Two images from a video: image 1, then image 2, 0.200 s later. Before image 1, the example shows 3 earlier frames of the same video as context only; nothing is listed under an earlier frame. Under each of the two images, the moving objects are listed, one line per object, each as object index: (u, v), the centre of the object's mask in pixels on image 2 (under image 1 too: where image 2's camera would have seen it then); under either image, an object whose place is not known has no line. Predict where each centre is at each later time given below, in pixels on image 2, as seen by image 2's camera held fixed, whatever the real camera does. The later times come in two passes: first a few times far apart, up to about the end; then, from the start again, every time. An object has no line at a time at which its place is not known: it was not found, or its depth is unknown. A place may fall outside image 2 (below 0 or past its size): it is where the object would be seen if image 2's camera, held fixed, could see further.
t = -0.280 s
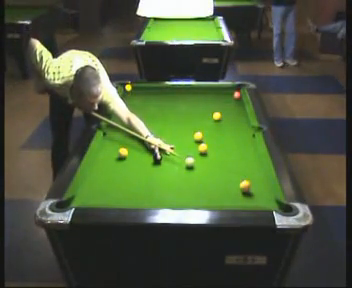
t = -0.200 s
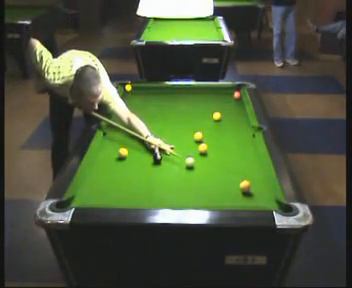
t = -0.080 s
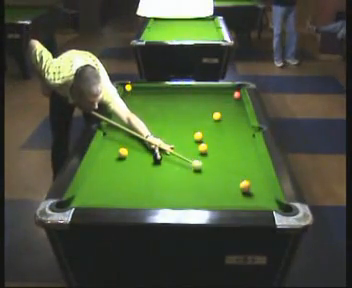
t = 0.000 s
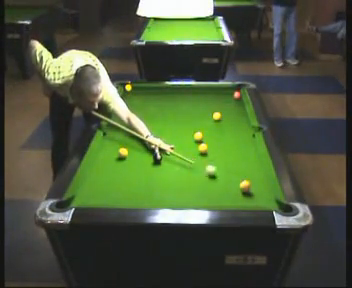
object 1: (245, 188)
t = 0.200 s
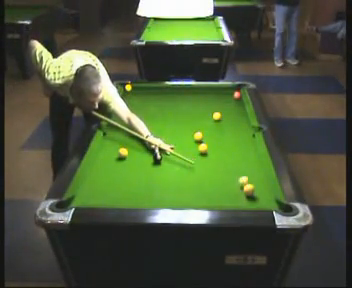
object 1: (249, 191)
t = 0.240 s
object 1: (252, 194)
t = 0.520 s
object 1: (271, 206)
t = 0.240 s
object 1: (252, 194)
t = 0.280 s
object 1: (255, 196)
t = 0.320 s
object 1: (258, 198)
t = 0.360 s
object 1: (260, 200)
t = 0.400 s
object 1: (263, 202)
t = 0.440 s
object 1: (265, 204)
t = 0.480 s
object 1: (268, 205)
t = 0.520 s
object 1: (271, 206)
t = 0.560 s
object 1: (275, 208)
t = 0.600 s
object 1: (279, 211)
